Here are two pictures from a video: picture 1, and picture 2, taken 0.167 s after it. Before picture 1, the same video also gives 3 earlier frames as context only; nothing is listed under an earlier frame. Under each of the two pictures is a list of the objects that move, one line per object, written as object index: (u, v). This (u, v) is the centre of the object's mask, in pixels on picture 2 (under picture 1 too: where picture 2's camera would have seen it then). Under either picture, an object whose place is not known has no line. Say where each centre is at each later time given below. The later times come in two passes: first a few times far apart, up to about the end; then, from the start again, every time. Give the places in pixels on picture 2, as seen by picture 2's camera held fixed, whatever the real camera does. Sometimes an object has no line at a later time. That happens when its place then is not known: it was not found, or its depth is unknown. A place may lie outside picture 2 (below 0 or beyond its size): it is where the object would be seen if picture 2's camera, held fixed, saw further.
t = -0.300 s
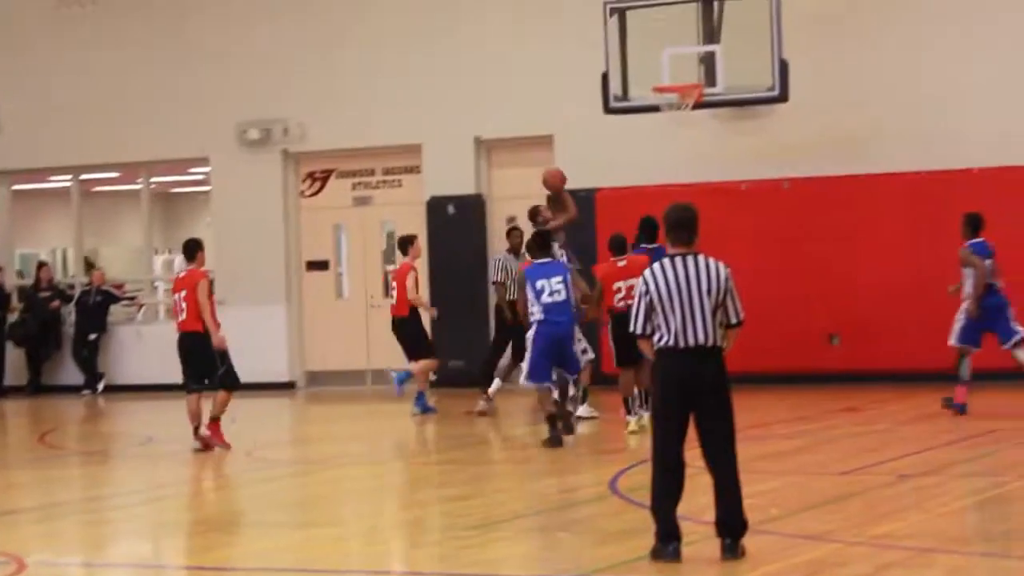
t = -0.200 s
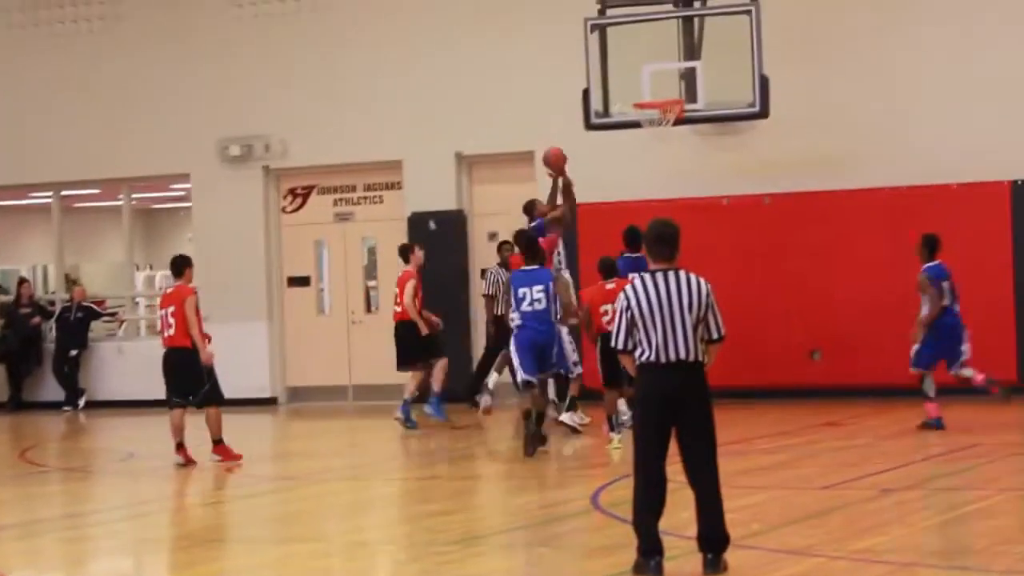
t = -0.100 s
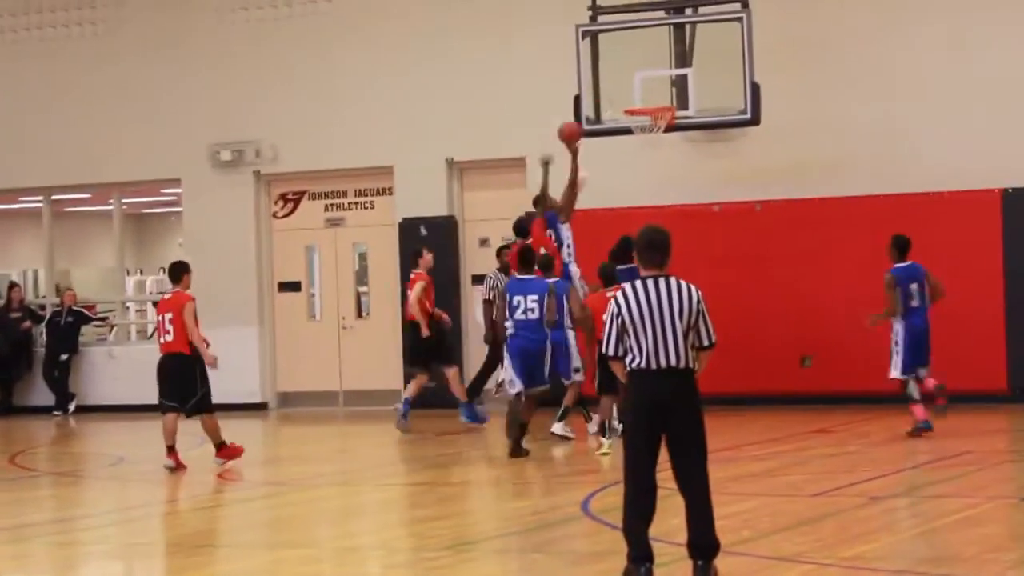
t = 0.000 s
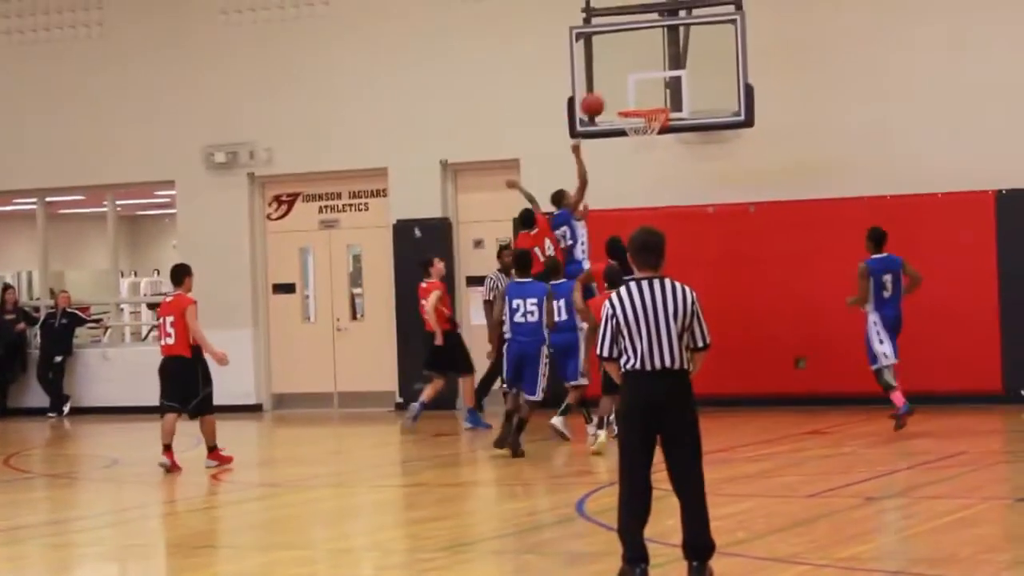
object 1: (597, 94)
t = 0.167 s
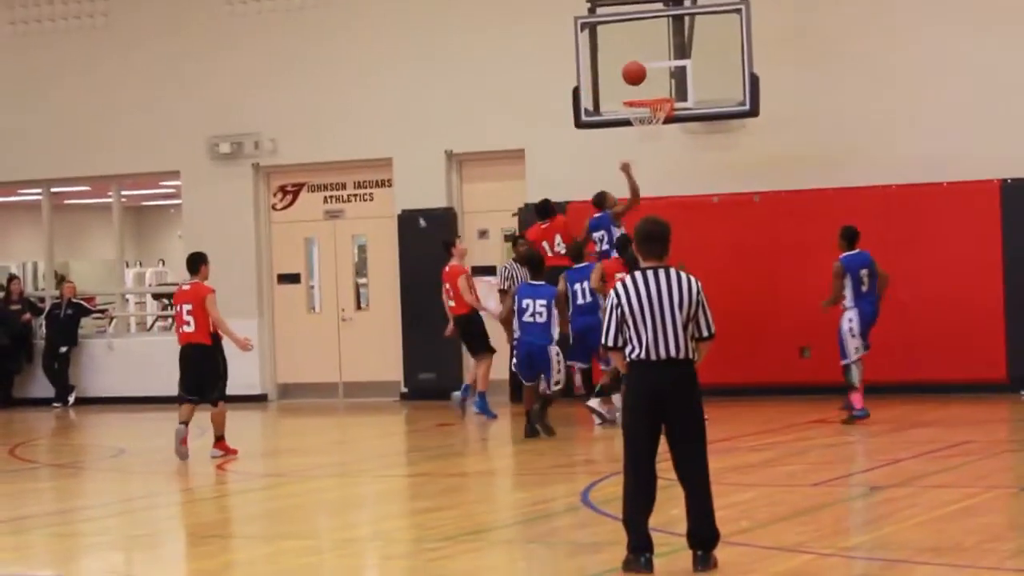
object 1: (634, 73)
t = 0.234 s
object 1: (640, 75)
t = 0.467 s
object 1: (641, 89)
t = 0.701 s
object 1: (657, 89)
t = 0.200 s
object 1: (637, 73)
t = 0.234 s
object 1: (640, 75)
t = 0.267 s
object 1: (643, 78)
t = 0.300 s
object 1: (647, 81)
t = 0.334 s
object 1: (650, 85)
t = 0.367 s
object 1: (654, 91)
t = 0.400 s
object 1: (650, 90)
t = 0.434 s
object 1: (646, 89)
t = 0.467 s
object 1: (641, 89)
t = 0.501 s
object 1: (637, 91)
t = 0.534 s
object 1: (637, 91)
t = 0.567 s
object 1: (641, 89)
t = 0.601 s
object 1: (645, 87)
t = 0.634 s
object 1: (649, 87)
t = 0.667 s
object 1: (653, 88)
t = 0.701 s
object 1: (657, 89)
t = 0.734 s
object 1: (660, 89)
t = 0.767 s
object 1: (660, 88)
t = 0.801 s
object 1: (659, 88)
